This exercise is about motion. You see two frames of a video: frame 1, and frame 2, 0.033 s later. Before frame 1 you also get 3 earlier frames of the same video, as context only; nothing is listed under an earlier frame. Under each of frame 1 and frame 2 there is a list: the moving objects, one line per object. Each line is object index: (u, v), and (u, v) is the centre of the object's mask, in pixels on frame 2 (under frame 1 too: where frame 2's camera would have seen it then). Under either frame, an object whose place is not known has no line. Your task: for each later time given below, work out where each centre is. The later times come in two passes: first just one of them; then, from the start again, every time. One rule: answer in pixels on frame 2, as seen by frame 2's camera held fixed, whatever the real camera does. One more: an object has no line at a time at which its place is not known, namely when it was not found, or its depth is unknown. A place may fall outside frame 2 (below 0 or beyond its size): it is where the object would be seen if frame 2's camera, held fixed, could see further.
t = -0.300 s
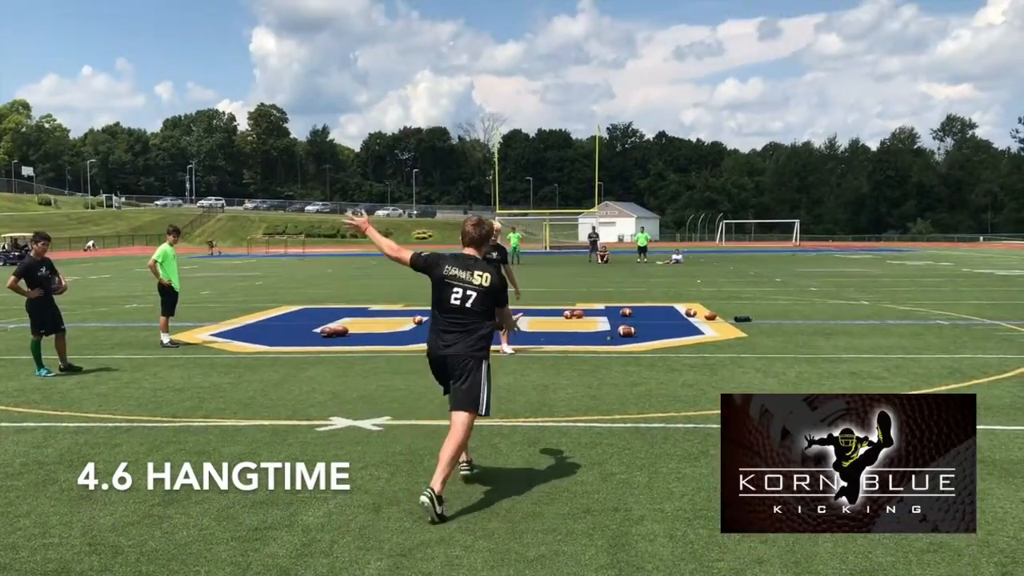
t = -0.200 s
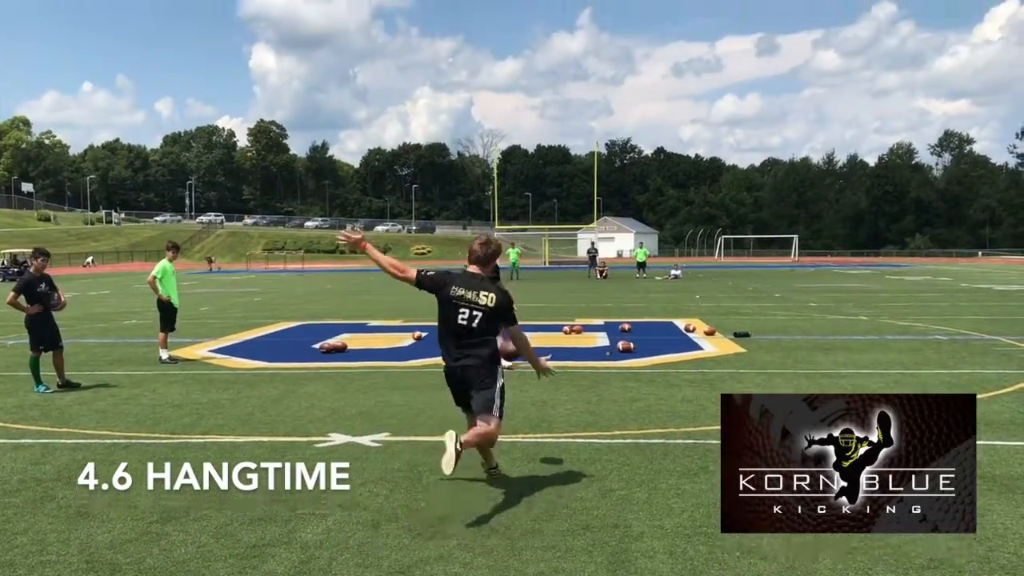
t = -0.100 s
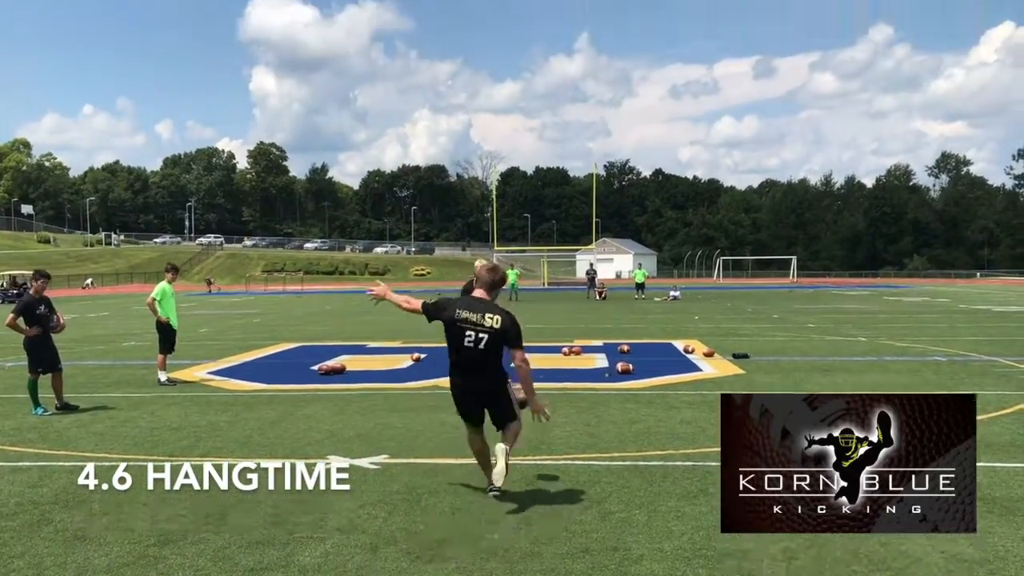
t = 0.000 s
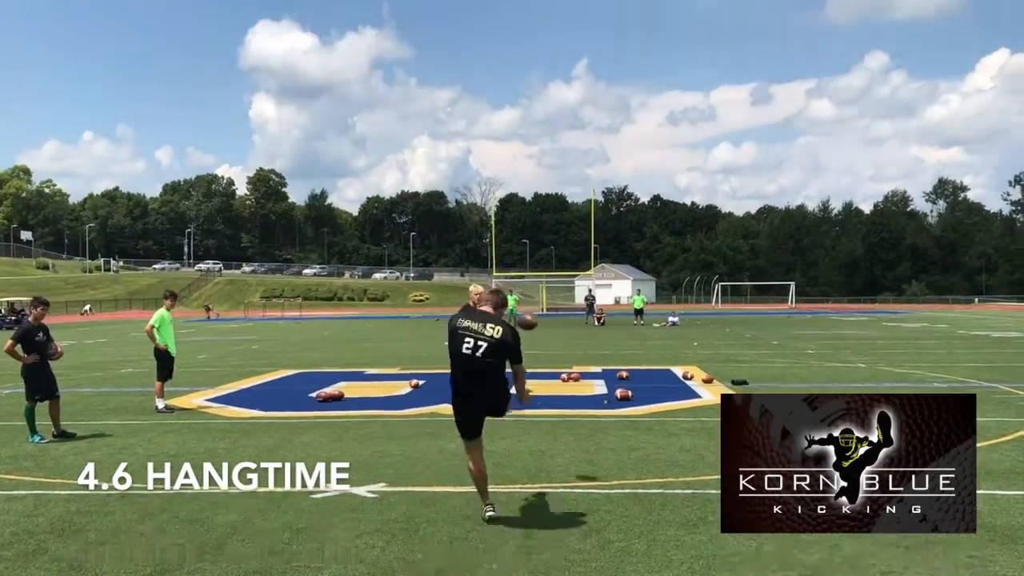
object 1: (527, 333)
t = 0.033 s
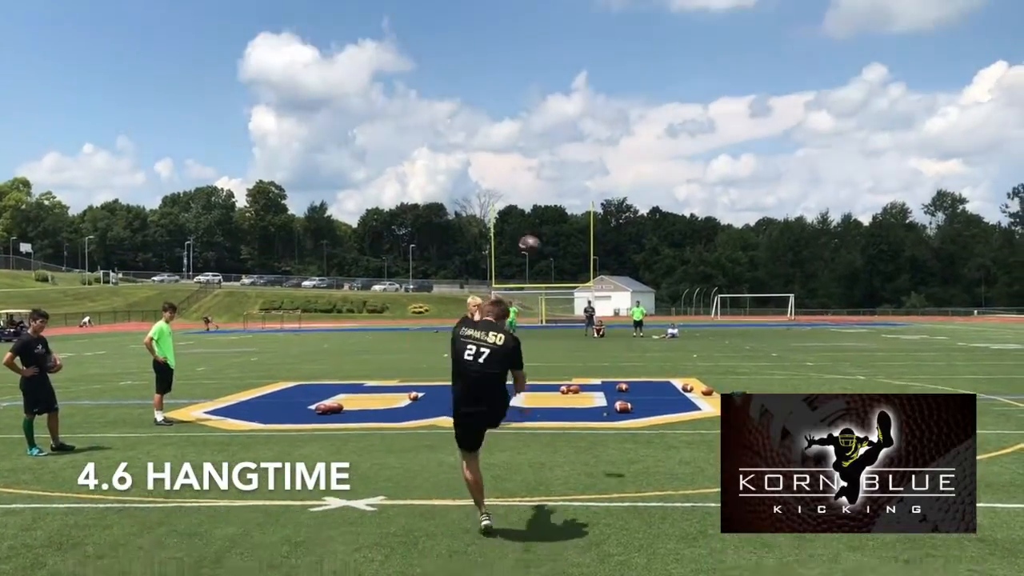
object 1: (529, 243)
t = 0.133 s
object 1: (539, 43)
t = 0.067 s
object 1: (533, 168)
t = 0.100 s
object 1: (536, 101)
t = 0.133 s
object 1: (539, 43)
